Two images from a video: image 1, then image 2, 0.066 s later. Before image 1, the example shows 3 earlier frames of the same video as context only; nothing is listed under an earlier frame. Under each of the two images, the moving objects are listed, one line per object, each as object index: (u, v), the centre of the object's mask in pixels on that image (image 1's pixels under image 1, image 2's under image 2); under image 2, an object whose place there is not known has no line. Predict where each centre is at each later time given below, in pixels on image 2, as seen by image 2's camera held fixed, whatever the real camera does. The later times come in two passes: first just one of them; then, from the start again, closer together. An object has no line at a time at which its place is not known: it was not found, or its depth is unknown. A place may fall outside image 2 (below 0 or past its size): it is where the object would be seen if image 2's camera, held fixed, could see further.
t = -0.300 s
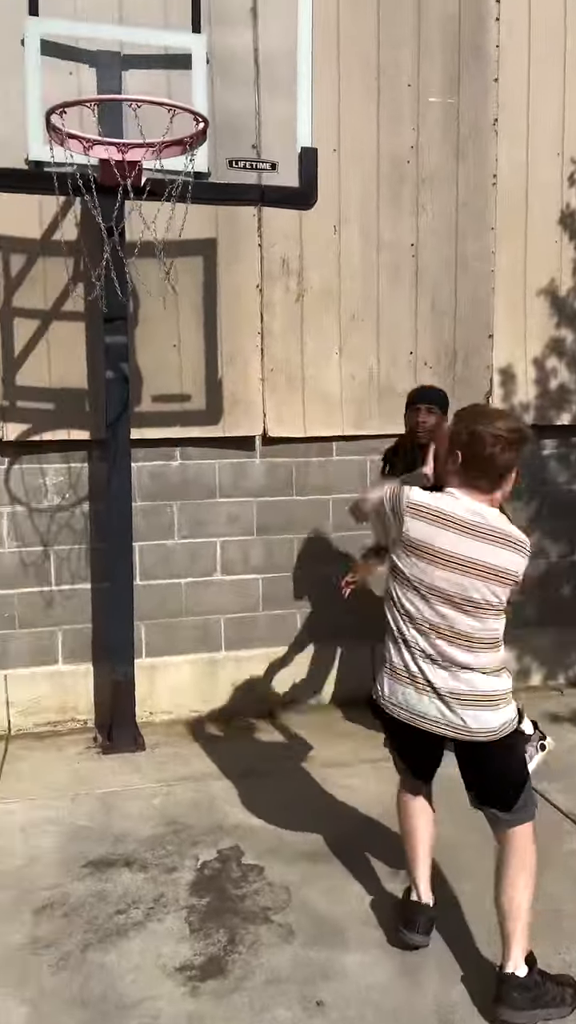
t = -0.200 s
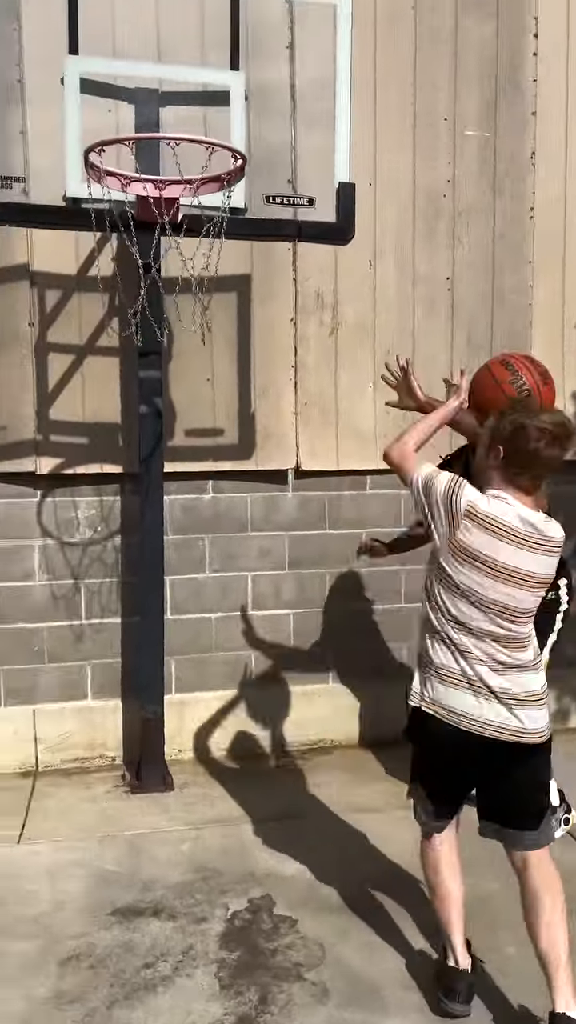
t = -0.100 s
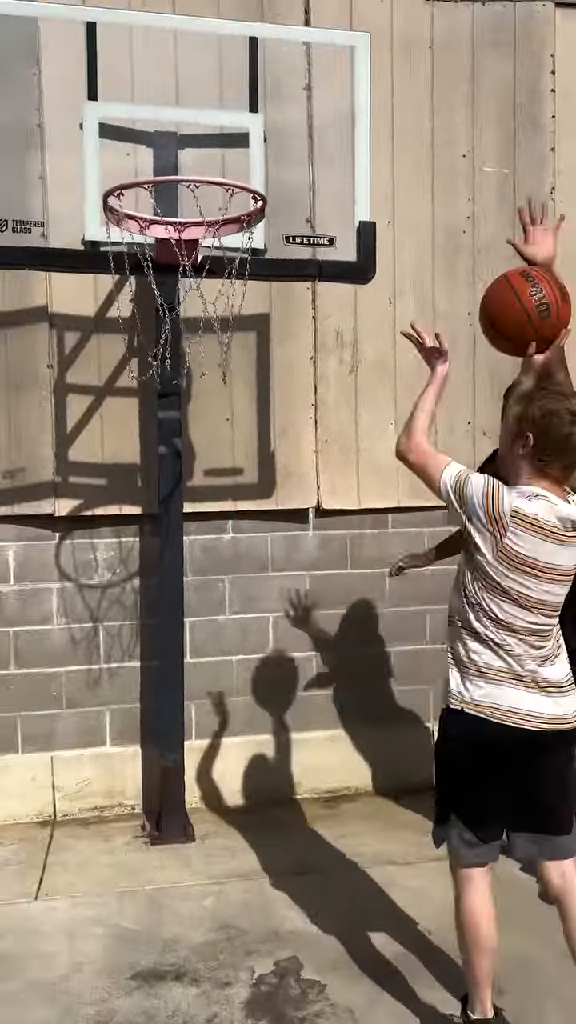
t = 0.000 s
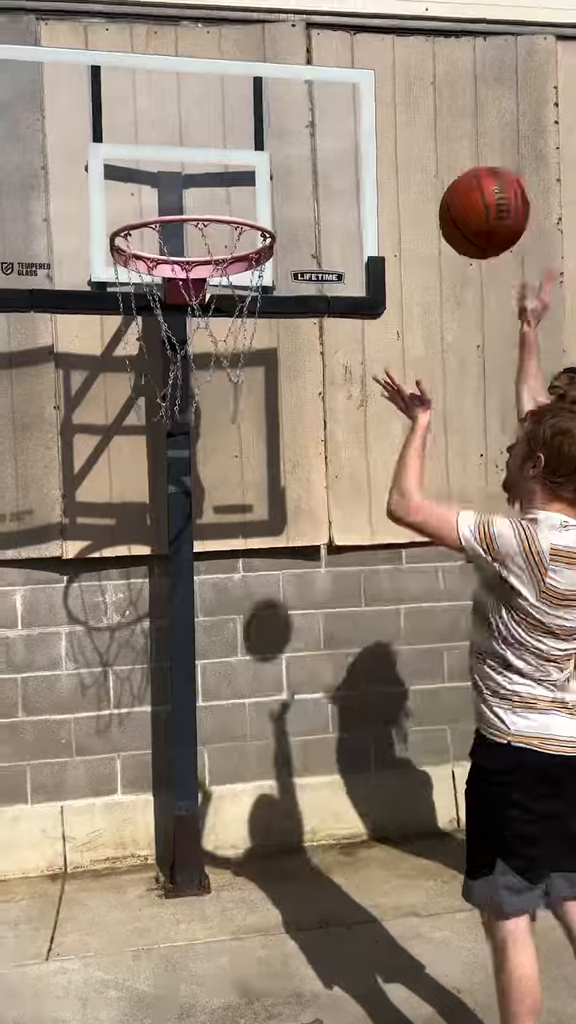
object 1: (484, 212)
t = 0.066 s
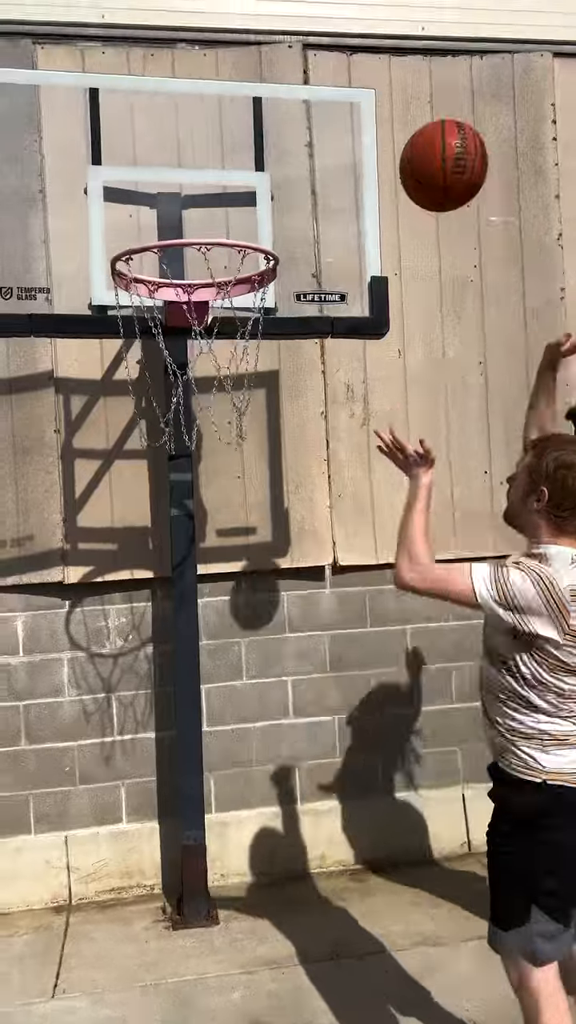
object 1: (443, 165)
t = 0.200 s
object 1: (363, 91)
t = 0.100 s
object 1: (423, 140)
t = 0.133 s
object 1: (401, 120)
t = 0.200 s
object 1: (363, 91)
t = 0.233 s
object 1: (344, 84)
